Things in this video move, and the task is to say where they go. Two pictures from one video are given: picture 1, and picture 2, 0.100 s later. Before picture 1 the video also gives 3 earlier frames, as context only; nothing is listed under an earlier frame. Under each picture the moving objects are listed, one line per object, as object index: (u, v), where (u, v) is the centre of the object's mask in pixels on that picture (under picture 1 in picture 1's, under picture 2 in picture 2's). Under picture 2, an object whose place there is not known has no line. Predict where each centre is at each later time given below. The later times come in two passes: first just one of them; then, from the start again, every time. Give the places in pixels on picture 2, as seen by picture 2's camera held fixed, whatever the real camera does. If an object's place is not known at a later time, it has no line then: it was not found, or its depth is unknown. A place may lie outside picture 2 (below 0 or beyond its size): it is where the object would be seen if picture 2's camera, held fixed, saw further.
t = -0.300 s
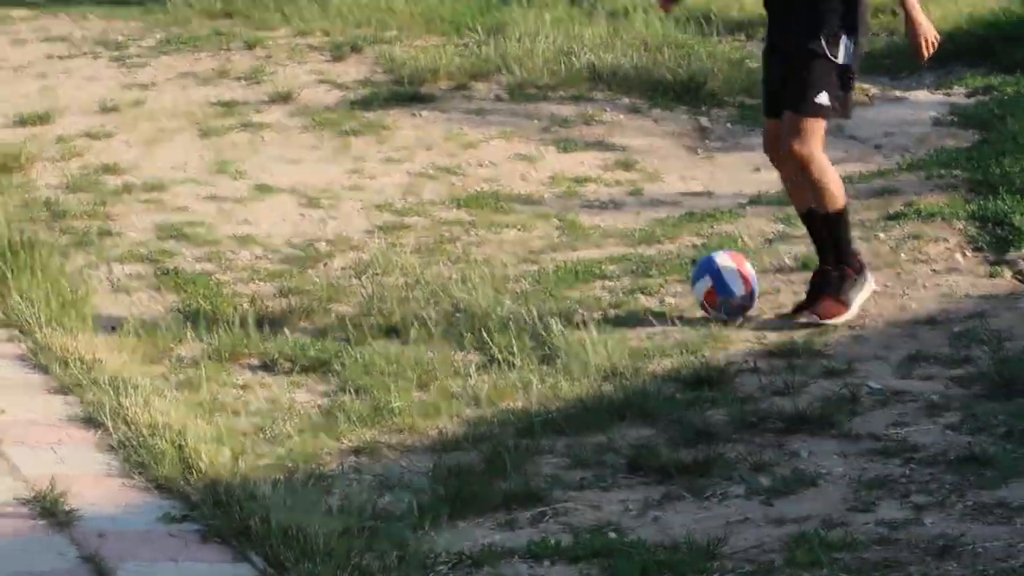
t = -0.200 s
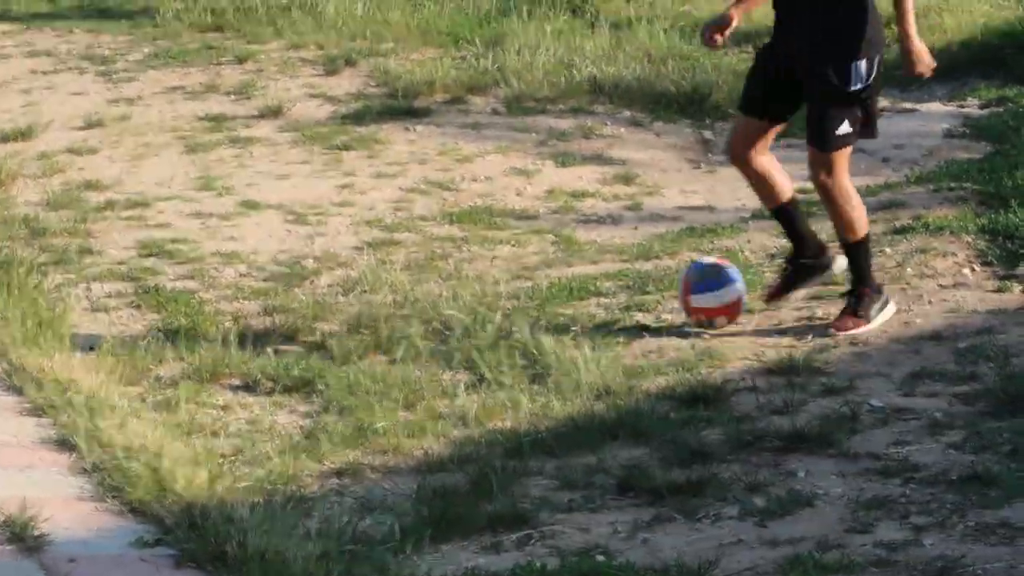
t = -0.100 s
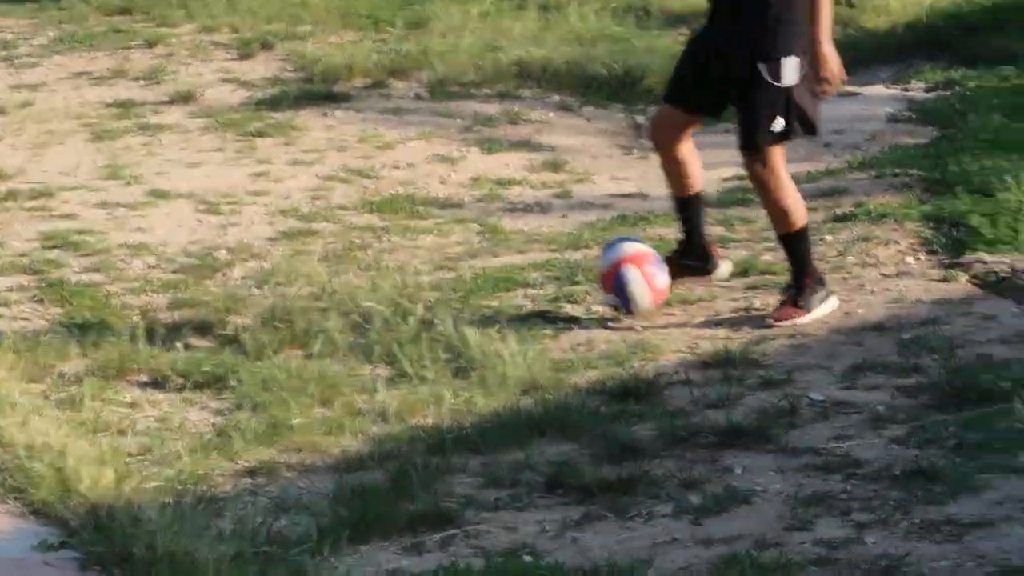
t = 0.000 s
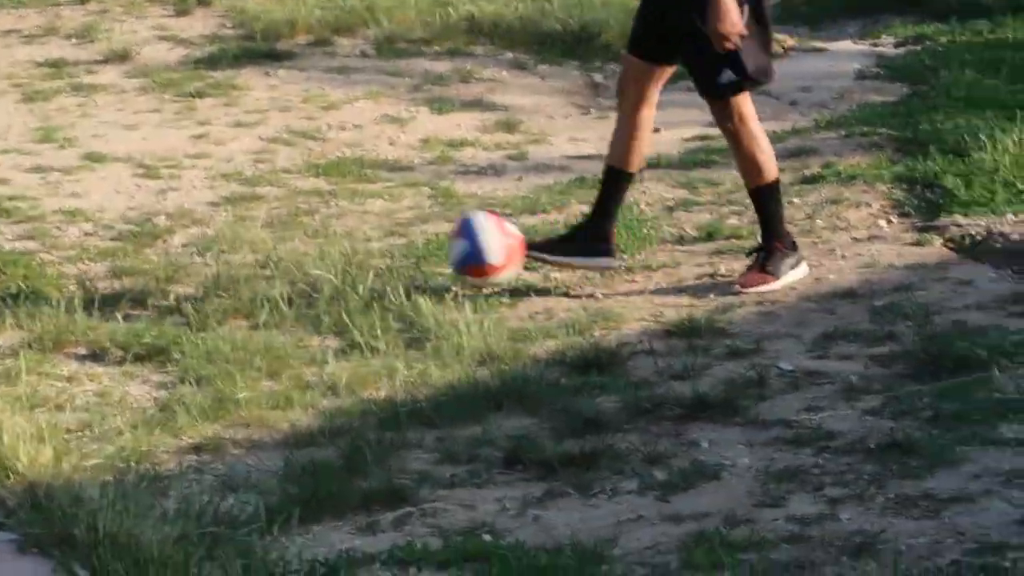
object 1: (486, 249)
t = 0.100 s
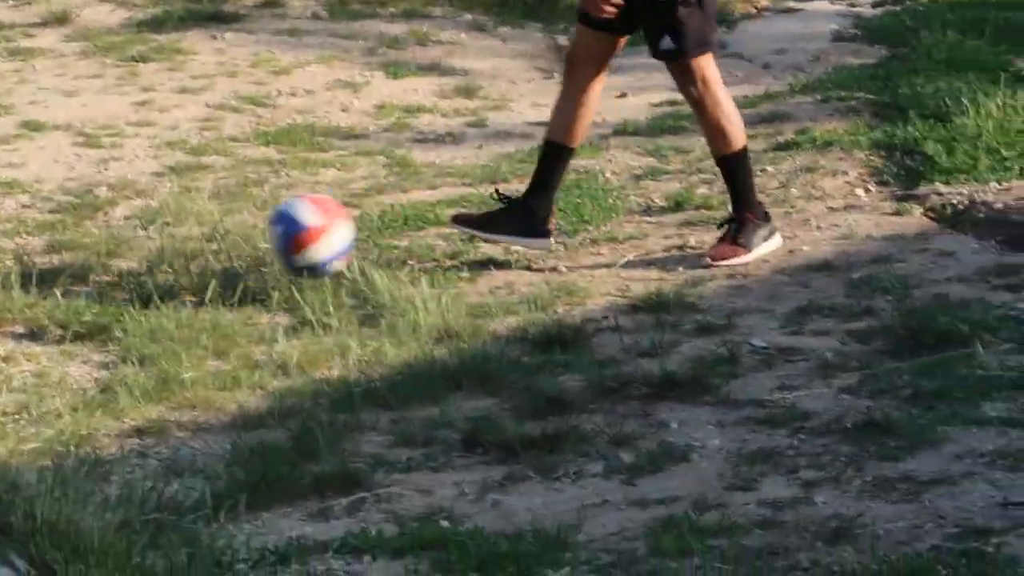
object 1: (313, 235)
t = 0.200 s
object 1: (178, 279)
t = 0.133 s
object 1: (268, 248)
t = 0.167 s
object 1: (222, 265)
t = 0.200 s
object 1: (178, 279)
